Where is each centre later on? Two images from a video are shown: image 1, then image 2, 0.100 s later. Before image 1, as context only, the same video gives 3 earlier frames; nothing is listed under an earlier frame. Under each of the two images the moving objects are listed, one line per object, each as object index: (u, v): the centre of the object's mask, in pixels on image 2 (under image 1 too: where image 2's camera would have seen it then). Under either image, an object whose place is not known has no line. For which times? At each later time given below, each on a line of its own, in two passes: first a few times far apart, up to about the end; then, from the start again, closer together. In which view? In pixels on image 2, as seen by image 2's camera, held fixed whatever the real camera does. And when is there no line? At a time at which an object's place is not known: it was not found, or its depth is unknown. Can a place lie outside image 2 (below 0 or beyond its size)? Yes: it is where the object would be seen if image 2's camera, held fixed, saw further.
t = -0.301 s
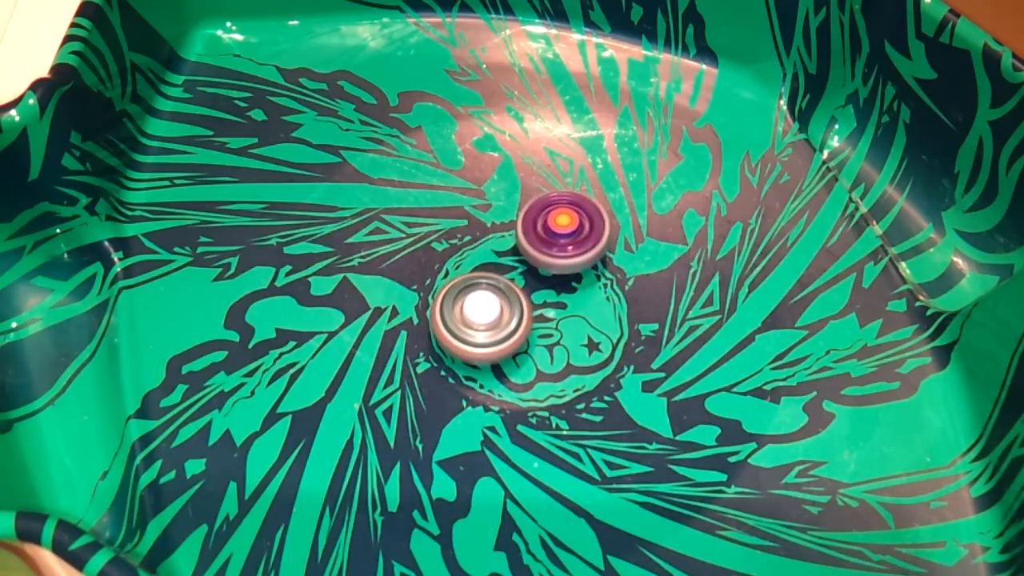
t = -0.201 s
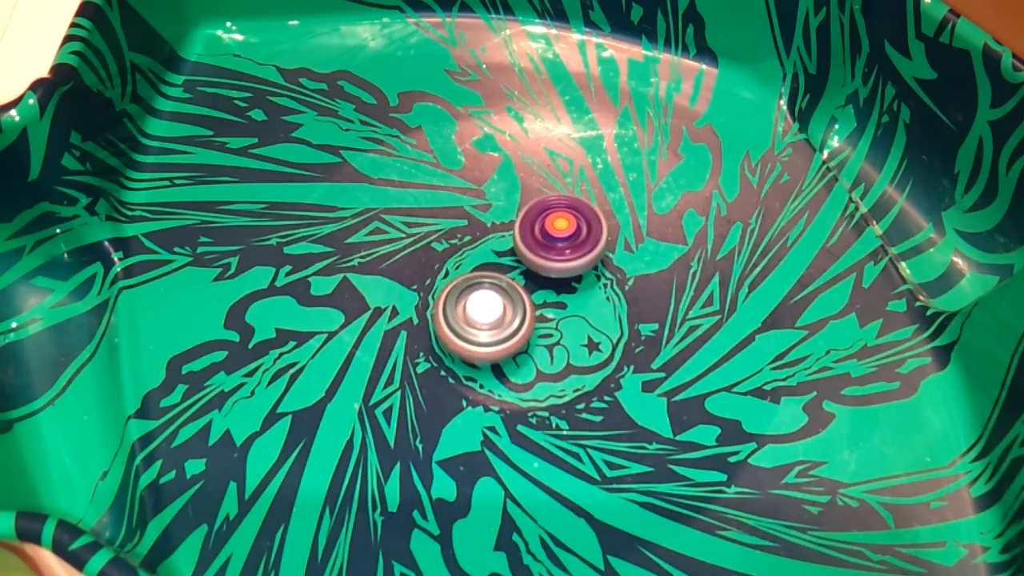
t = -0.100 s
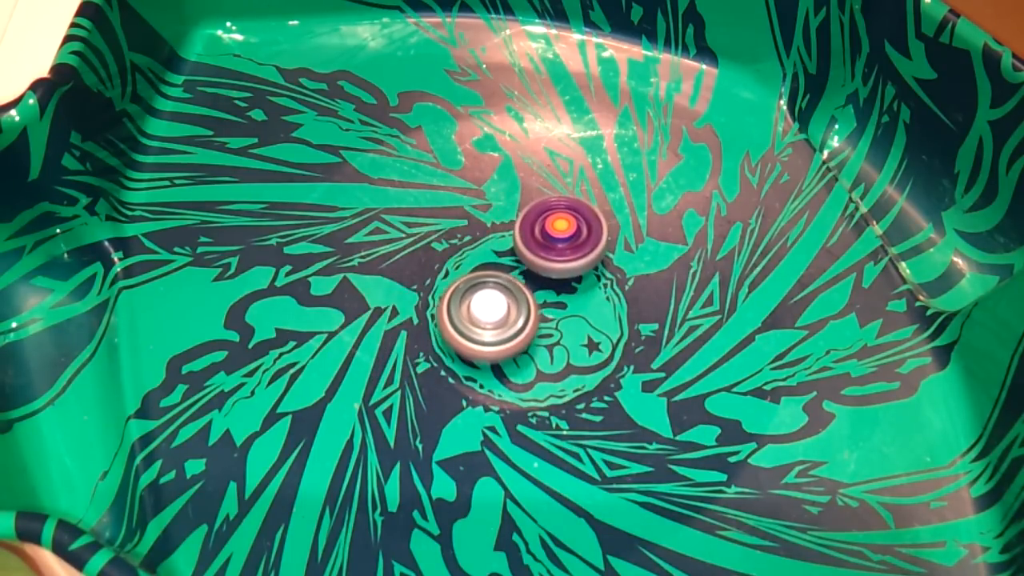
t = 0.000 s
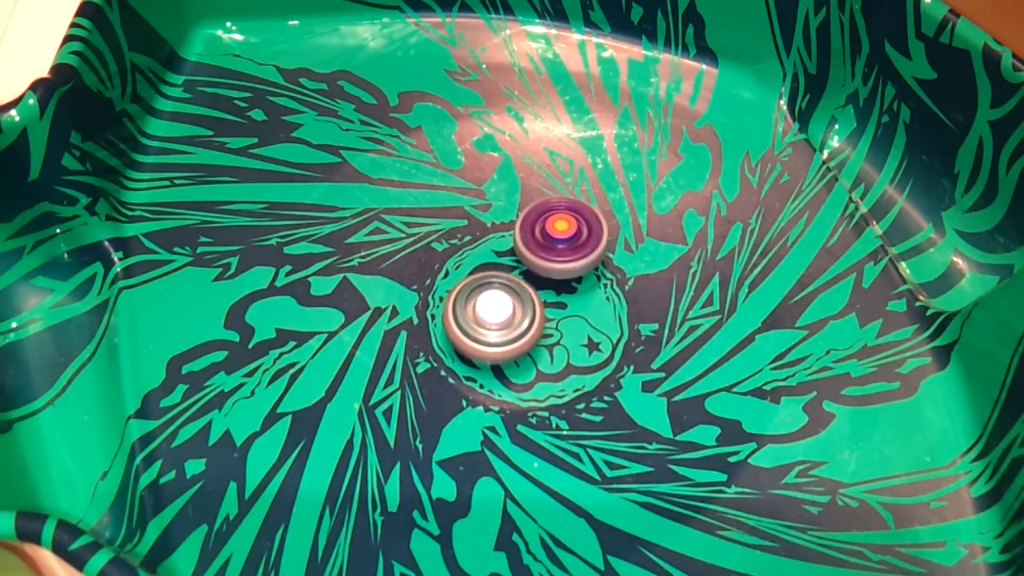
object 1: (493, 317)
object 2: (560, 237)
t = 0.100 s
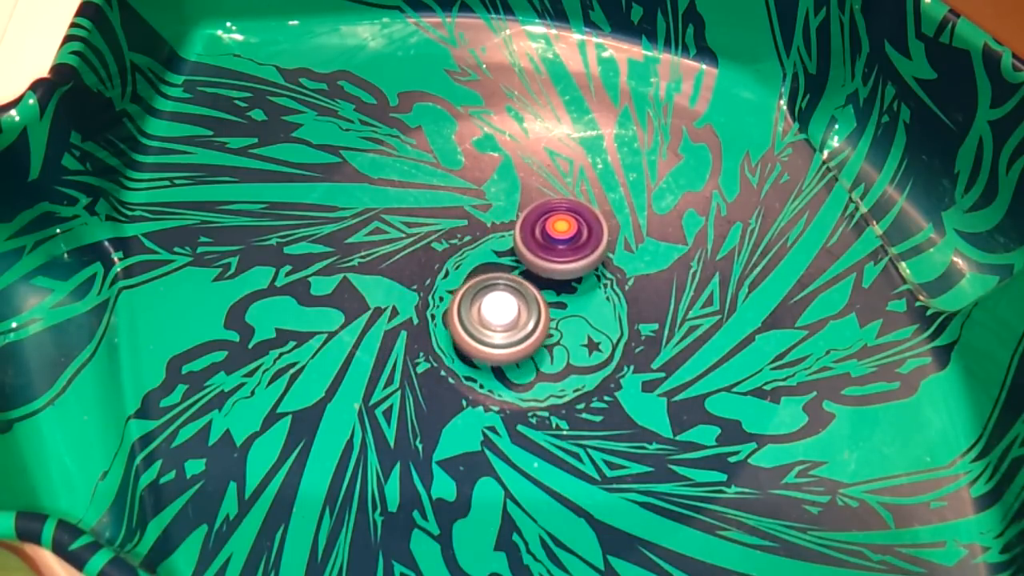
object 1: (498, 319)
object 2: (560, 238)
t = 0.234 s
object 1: (505, 322)
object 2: (560, 239)
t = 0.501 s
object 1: (523, 334)
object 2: (558, 242)
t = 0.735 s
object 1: (539, 351)
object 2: (557, 244)
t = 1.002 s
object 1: (558, 374)
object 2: (555, 245)
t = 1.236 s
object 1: (582, 380)
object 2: (553, 245)
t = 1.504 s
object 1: (607, 351)
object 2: (552, 244)
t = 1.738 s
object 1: (609, 347)
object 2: (551, 244)
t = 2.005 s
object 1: (602, 357)
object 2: (551, 243)
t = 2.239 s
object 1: (595, 366)
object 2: (551, 243)
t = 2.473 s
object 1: (587, 373)
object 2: (552, 242)
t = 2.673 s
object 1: (578, 379)
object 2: (553, 242)
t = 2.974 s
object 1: (567, 385)
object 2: (556, 242)
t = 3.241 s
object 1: (561, 387)
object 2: (559, 243)
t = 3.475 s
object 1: (554, 388)
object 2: (561, 244)
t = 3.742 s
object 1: (543, 391)
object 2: (563, 247)
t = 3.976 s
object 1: (539, 392)
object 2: (563, 249)
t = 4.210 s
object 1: (537, 392)
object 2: (563, 251)
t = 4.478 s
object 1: (537, 392)
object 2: (562, 252)
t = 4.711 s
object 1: (538, 392)
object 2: (562, 253)
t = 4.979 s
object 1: (548, 391)
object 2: (561, 253)
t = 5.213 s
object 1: (560, 387)
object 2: (561, 254)
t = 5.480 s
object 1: (575, 381)
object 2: (561, 254)
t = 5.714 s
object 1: (588, 373)
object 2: (560, 253)
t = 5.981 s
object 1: (602, 358)
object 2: (561, 253)
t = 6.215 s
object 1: (611, 344)
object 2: (561, 252)
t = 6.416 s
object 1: (616, 331)
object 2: (561, 251)
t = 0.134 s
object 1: (499, 319)
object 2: (560, 238)
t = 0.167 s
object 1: (502, 320)
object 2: (560, 238)
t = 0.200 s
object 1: (503, 321)
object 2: (560, 239)
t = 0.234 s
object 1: (505, 322)
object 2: (560, 239)
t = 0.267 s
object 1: (507, 323)
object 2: (560, 239)
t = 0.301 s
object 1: (509, 324)
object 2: (560, 239)
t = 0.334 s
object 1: (511, 325)
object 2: (560, 240)
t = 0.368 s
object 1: (513, 327)
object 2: (560, 240)
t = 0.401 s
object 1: (515, 328)
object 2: (559, 241)
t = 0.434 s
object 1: (518, 330)
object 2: (559, 241)
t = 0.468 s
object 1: (520, 332)
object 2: (559, 242)
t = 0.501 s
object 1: (523, 334)
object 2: (558, 242)
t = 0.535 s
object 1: (525, 336)
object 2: (558, 242)
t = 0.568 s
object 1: (528, 338)
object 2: (558, 243)
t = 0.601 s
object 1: (530, 341)
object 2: (557, 243)
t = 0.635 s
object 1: (532, 343)
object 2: (557, 243)
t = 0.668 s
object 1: (534, 346)
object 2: (557, 243)
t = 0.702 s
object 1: (536, 348)
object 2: (557, 243)
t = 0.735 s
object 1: (539, 351)
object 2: (557, 244)
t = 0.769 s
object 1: (541, 354)
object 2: (556, 244)
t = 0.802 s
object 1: (543, 357)
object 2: (556, 244)
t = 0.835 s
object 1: (545, 360)
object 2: (556, 244)
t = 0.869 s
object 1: (547, 362)
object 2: (556, 244)
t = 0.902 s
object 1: (550, 366)
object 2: (555, 244)
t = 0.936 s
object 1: (553, 368)
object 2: (555, 244)
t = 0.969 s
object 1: (555, 371)
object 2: (555, 245)
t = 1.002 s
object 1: (558, 374)
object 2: (555, 245)
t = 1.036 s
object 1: (561, 378)
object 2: (555, 245)
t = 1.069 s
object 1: (564, 381)
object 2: (554, 245)
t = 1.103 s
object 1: (566, 385)
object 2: (554, 245)
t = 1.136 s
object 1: (569, 387)
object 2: (554, 245)
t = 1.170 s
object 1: (573, 386)
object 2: (554, 245)
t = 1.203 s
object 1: (577, 384)
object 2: (553, 245)
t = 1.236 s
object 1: (582, 380)
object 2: (553, 245)
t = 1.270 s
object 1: (586, 377)
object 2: (553, 245)
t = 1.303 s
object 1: (591, 372)
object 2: (553, 245)
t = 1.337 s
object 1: (595, 367)
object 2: (553, 245)
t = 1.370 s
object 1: (598, 362)
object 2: (552, 244)
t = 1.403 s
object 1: (601, 359)
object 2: (552, 245)
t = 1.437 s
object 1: (603, 357)
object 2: (552, 245)
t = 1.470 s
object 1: (605, 354)
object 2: (552, 245)
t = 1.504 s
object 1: (607, 351)
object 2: (552, 244)
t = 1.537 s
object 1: (607, 350)
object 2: (552, 244)
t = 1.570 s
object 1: (608, 348)
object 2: (552, 244)
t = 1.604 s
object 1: (609, 347)
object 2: (552, 244)
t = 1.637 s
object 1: (609, 347)
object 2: (552, 244)
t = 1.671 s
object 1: (609, 346)
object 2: (552, 244)
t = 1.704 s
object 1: (609, 346)
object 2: (551, 244)
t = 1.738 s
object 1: (609, 347)
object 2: (551, 244)
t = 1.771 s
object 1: (608, 348)
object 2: (551, 244)
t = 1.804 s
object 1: (608, 348)
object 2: (551, 244)
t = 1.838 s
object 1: (607, 349)
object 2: (551, 244)
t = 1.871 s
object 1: (606, 351)
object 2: (551, 244)
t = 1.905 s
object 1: (605, 352)
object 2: (551, 244)
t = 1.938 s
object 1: (604, 354)
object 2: (551, 244)
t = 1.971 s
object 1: (603, 356)
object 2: (551, 244)
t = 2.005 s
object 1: (602, 357)
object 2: (551, 243)
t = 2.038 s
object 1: (602, 358)
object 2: (551, 243)
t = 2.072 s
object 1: (601, 360)
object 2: (551, 243)
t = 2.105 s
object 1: (600, 361)
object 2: (551, 243)
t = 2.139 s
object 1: (598, 362)
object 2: (551, 243)
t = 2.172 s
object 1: (597, 363)
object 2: (551, 243)
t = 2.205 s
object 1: (596, 364)
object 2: (551, 243)
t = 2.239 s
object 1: (595, 366)
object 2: (551, 243)
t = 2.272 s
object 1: (594, 367)
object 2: (551, 243)
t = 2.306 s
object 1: (593, 367)
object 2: (551, 242)
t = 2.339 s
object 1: (592, 368)
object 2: (551, 242)
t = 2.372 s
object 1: (591, 370)
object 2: (552, 242)
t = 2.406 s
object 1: (589, 371)
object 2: (552, 242)
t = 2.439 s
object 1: (588, 372)
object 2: (552, 242)
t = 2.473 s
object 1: (587, 373)
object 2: (552, 242)
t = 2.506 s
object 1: (586, 374)
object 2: (552, 242)
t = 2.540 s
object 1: (584, 375)
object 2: (552, 242)
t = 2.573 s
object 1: (583, 376)
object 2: (552, 242)
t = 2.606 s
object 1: (581, 377)
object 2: (553, 242)
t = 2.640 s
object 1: (580, 377)
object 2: (553, 242)
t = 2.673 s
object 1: (578, 379)
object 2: (553, 242)
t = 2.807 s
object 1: (576, 379)
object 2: (554, 242)
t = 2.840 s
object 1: (574, 380)
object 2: (555, 242)
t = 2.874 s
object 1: (572, 382)
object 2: (555, 242)
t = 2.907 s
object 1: (570, 383)
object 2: (555, 242)
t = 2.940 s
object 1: (568, 384)
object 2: (556, 242)
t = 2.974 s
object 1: (567, 385)
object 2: (556, 242)
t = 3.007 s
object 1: (565, 385)
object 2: (557, 242)
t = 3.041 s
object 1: (564, 386)
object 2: (557, 242)
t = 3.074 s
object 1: (563, 386)
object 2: (557, 242)
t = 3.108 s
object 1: (562, 387)
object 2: (558, 242)
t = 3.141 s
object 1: (561, 387)
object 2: (558, 242)
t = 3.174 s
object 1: (561, 387)
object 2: (558, 243)
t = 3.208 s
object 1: (561, 387)
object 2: (558, 243)
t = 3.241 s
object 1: (561, 387)
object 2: (559, 243)
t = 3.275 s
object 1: (561, 387)
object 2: (559, 243)
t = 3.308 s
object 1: (560, 387)
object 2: (559, 243)
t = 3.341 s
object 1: (560, 387)
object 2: (560, 243)
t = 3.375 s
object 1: (559, 387)
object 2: (560, 244)
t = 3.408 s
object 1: (558, 387)
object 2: (561, 244)
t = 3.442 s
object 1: (556, 388)
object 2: (561, 244)
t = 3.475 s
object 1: (554, 388)
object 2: (561, 244)
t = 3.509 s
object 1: (552, 389)
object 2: (561, 244)
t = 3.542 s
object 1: (550, 389)
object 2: (561, 245)
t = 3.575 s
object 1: (549, 390)
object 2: (562, 245)
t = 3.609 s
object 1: (547, 390)
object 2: (562, 245)
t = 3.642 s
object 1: (546, 391)
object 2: (562, 246)
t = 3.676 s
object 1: (545, 391)
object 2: (562, 246)
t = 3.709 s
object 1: (544, 391)
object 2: (562, 246)
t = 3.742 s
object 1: (543, 391)
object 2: (563, 247)
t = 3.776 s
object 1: (542, 392)
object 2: (563, 247)
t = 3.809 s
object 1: (542, 392)
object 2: (563, 247)
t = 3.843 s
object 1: (541, 392)
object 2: (563, 248)
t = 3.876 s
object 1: (541, 392)
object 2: (563, 248)
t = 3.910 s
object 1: (540, 392)
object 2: (563, 248)
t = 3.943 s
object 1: (539, 392)
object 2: (563, 249)
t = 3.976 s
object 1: (539, 392)
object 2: (563, 249)
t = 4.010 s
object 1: (538, 392)
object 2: (563, 249)
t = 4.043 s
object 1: (537, 392)
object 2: (563, 250)
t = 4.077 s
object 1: (536, 392)
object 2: (563, 250)
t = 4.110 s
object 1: (535, 392)
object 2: (563, 250)
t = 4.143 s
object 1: (535, 393)
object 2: (563, 251)
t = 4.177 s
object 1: (536, 392)
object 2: (563, 251)
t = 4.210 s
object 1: (537, 392)
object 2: (563, 251)
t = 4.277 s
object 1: (536, 392)
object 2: (563, 252)
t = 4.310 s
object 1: (535, 392)
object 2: (563, 252)
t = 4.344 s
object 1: (535, 392)
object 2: (563, 252)
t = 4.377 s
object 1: (535, 393)
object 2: (562, 252)
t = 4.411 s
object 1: (536, 392)
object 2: (562, 252)
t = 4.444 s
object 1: (537, 392)
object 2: (562, 252)
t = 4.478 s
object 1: (537, 392)
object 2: (562, 252)
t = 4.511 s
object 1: (537, 392)
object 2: (562, 253)
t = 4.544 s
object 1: (537, 392)
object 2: (562, 253)
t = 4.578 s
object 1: (536, 392)
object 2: (562, 253)
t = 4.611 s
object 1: (535, 393)
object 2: (562, 253)
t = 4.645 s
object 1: (535, 393)
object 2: (562, 253)
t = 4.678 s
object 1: (537, 393)
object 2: (562, 253)
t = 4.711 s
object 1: (538, 392)
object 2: (562, 253)
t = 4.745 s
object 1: (540, 392)
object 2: (562, 253)
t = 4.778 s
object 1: (540, 392)
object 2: (562, 253)
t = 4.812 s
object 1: (541, 392)
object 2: (561, 253)
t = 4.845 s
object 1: (542, 392)
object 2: (561, 253)
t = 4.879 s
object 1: (543, 392)
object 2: (561, 253)
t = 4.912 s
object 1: (545, 391)
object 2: (561, 253)
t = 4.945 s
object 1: (547, 391)
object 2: (561, 253)
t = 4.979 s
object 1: (548, 391)
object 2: (561, 253)
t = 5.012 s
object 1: (549, 390)
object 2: (561, 253)
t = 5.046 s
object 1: (551, 390)
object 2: (561, 253)
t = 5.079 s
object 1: (552, 390)
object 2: (561, 253)
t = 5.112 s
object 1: (554, 389)
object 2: (561, 254)
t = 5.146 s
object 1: (556, 389)
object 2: (561, 254)
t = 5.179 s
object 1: (558, 388)
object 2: (561, 253)
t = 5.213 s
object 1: (560, 387)
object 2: (561, 254)
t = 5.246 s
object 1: (562, 387)
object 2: (561, 254)
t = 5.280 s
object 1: (564, 386)
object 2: (561, 254)
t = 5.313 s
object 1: (567, 385)
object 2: (561, 254)
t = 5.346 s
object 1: (569, 384)
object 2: (561, 254)
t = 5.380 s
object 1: (570, 383)
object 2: (561, 254)
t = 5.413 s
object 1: (572, 382)
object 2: (561, 254)
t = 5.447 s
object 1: (574, 382)
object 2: (561, 253)
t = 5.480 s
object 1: (575, 381)
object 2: (561, 254)
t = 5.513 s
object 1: (577, 379)
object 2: (561, 254)
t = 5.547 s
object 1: (579, 378)
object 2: (561, 254)
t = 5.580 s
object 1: (581, 377)
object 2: (561, 253)
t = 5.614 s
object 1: (583, 376)
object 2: (560, 253)
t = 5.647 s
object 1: (584, 375)
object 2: (560, 253)
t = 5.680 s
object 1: (586, 374)
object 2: (560, 253)
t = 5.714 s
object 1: (588, 373)
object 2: (560, 253)
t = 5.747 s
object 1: (590, 371)
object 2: (560, 253)
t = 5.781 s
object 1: (592, 369)
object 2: (560, 253)
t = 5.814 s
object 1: (594, 367)
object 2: (560, 253)
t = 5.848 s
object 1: (596, 365)
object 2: (560, 253)
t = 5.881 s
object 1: (598, 364)
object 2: (560, 253)
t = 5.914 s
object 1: (600, 361)
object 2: (560, 253)
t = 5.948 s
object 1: (601, 359)
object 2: (561, 253)
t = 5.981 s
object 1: (602, 358)
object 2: (561, 253)
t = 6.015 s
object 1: (604, 356)
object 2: (561, 253)
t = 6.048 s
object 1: (605, 353)
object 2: (561, 252)
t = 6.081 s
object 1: (607, 352)
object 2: (561, 252)
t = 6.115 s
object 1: (608, 350)
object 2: (561, 252)
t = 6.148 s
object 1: (609, 348)
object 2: (561, 252)
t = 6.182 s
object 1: (610, 346)
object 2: (561, 252)
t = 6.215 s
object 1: (611, 344)
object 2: (561, 252)
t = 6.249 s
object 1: (612, 341)
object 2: (561, 252)
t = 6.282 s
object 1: (612, 340)
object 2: (561, 252)
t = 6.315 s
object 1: (613, 337)
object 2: (561, 252)
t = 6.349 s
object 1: (614, 335)
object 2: (561, 252)
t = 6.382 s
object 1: (615, 333)
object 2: (561, 252)
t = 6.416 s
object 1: (616, 331)
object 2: (561, 251)
